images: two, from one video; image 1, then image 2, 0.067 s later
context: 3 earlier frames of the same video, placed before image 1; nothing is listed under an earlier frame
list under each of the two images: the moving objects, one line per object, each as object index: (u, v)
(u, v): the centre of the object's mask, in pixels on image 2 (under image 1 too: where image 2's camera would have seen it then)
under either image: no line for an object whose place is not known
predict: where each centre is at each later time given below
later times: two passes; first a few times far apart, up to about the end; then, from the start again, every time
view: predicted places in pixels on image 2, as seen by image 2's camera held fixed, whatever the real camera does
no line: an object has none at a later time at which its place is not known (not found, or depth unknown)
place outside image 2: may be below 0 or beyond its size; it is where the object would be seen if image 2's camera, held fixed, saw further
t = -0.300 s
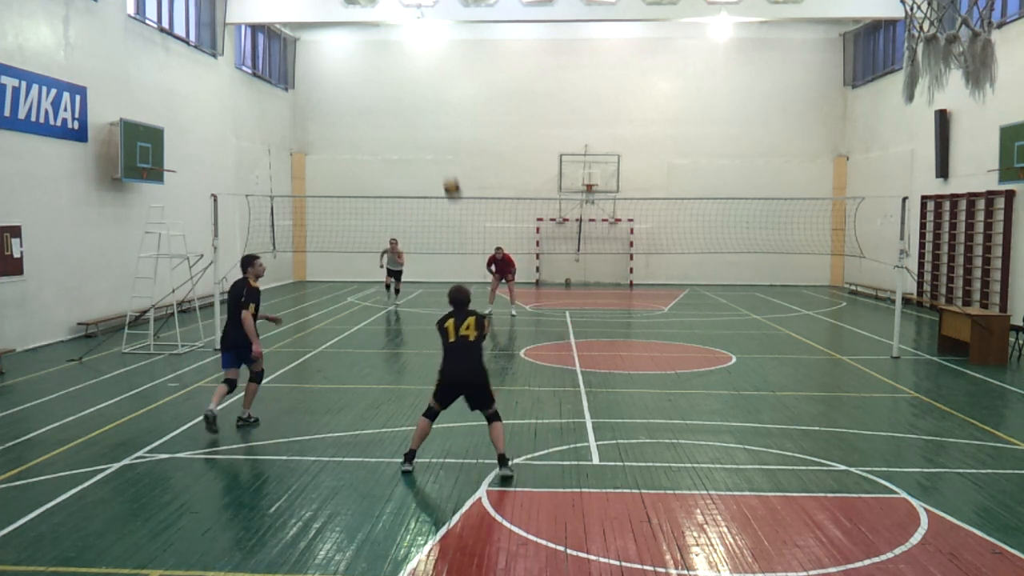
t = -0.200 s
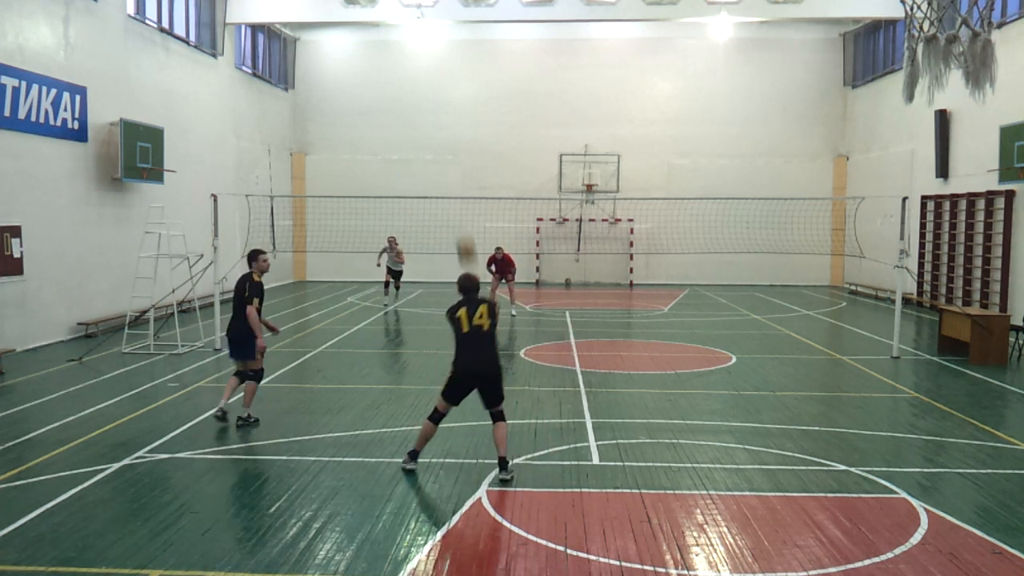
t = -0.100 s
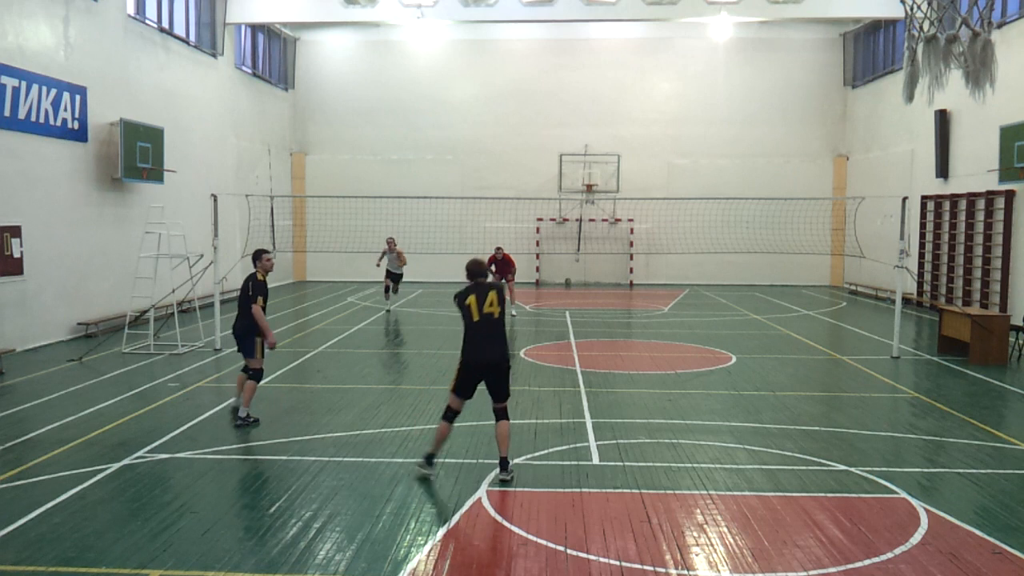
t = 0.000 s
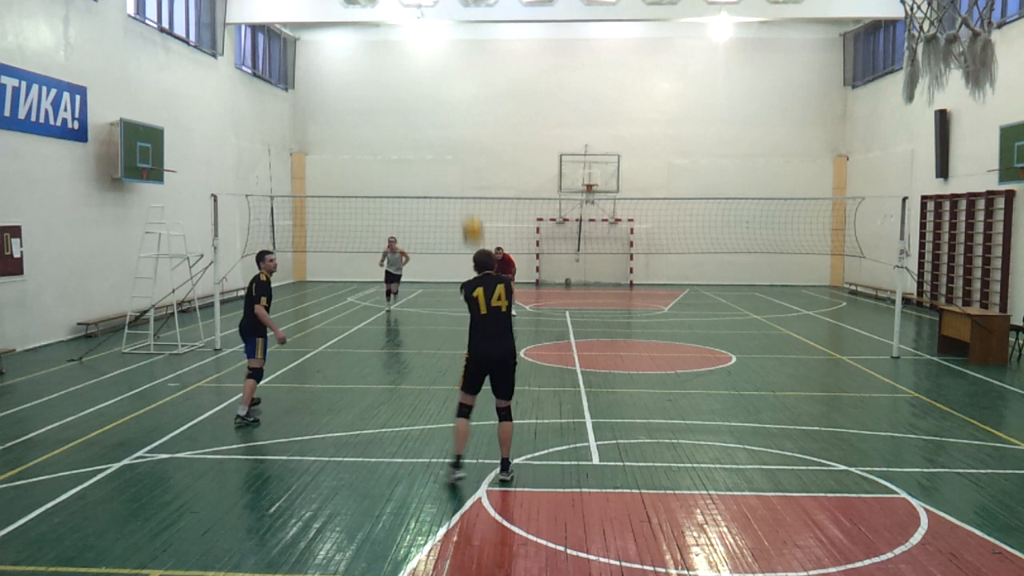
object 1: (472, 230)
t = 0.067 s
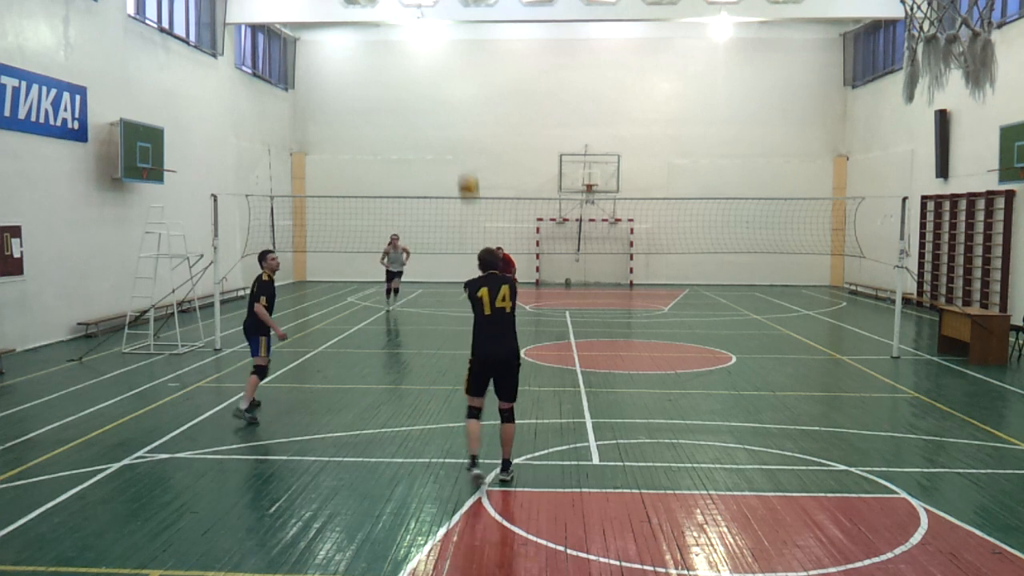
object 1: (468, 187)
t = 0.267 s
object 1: (456, 94)
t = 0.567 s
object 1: (441, 43)
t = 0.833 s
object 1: (429, 67)
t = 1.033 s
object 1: (421, 118)
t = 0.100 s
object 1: (466, 167)
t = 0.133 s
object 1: (464, 149)
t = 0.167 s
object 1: (462, 133)
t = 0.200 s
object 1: (460, 119)
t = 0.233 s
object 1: (458, 106)
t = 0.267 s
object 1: (456, 94)
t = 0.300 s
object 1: (454, 84)
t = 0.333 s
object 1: (452, 75)
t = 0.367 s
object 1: (451, 67)
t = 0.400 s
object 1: (449, 60)
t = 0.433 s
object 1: (447, 54)
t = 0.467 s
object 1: (445, 50)
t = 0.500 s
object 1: (444, 47)
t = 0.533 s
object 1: (442, 45)
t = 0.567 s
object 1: (441, 43)
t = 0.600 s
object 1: (439, 43)
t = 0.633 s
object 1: (438, 44)
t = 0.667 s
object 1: (436, 46)
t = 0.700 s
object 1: (435, 48)
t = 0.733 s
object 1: (433, 52)
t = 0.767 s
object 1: (432, 56)
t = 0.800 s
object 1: (430, 61)
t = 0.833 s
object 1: (429, 67)
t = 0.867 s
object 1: (428, 74)
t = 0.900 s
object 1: (426, 82)
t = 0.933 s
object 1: (425, 90)
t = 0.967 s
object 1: (424, 99)
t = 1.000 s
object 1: (423, 108)
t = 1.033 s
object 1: (421, 118)
